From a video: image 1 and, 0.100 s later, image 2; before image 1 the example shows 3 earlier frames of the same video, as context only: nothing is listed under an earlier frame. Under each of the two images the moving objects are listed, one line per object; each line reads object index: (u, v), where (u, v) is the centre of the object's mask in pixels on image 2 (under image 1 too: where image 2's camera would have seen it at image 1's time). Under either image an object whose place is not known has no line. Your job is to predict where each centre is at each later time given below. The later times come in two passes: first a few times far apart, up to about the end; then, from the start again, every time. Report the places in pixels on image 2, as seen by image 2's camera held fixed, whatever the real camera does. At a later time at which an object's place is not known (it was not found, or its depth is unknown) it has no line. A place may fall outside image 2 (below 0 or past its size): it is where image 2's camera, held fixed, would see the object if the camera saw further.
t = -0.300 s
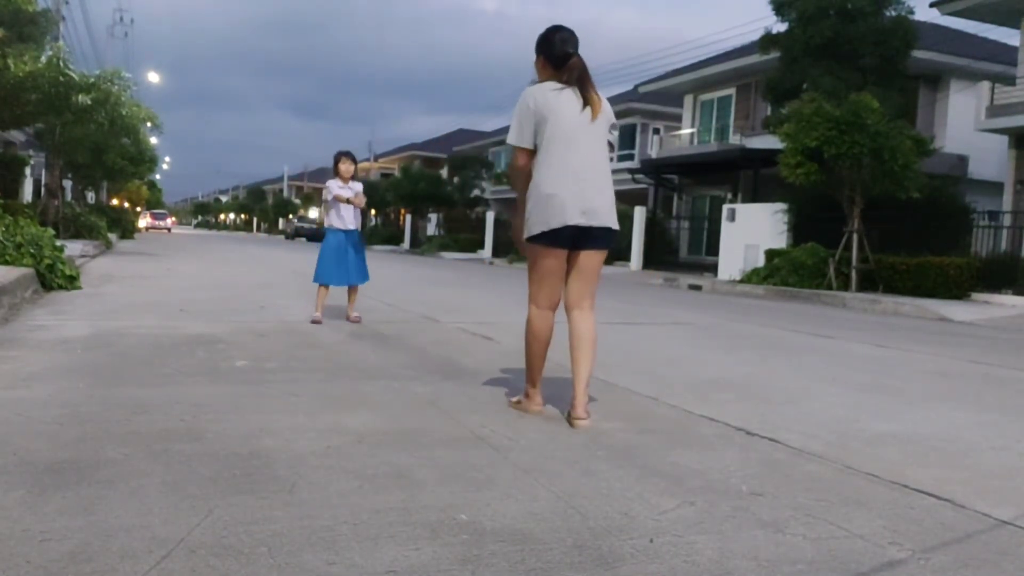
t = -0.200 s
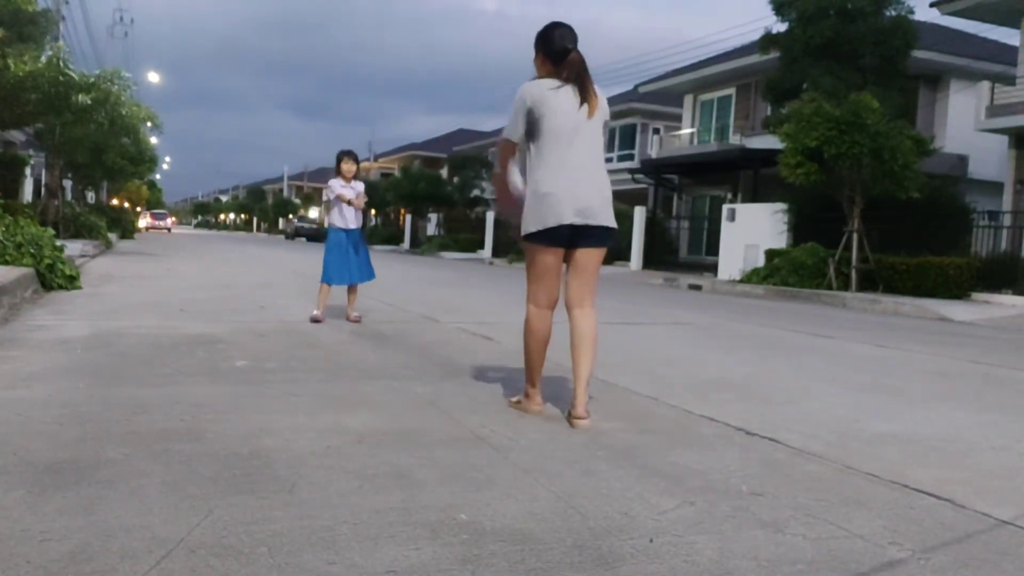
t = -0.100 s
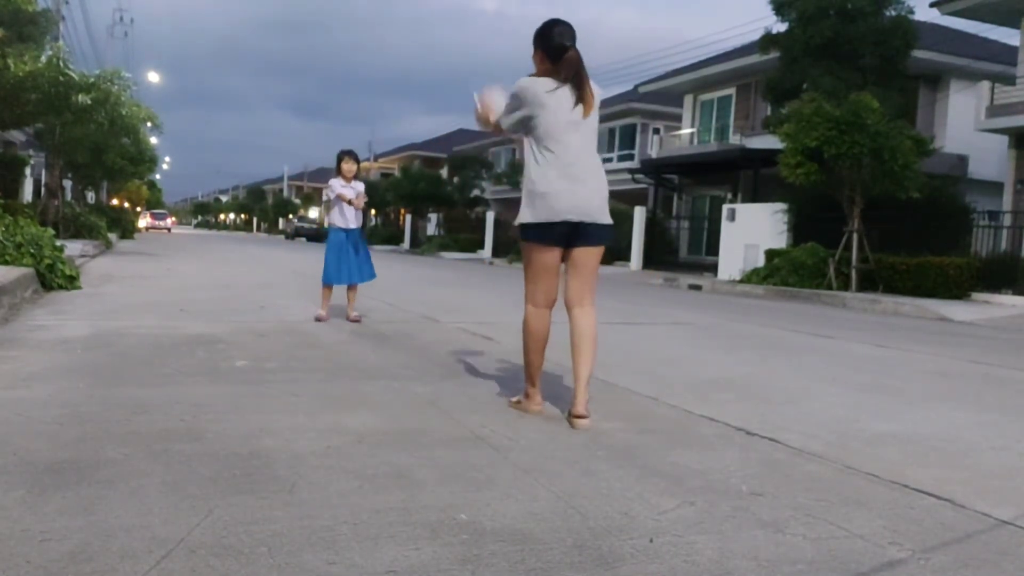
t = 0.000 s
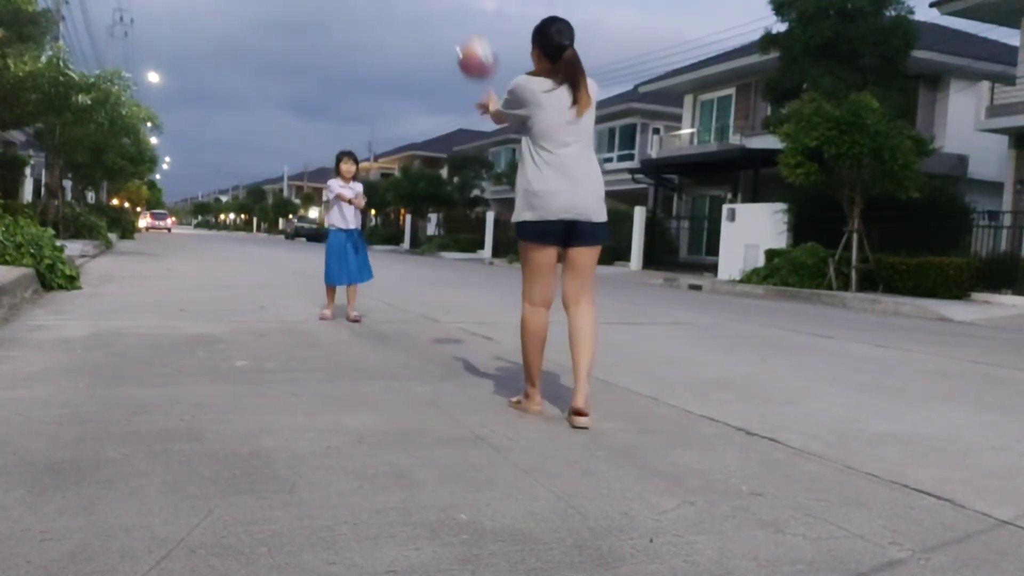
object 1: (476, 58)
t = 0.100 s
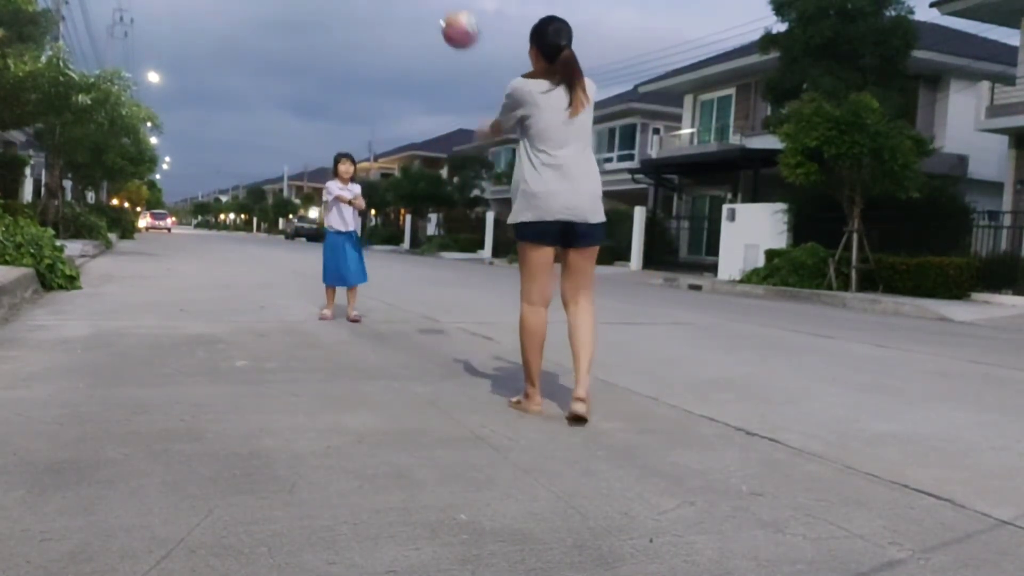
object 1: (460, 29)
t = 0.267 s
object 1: (432, 25)
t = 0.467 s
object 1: (401, 79)
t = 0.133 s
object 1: (454, 24)
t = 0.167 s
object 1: (448, 22)
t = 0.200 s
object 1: (443, 21)
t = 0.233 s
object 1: (437, 21)
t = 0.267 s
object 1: (432, 25)
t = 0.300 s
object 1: (427, 29)
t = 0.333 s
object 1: (421, 36)
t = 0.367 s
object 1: (416, 45)
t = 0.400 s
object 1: (411, 55)
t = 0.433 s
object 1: (406, 67)
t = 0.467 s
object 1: (401, 79)
